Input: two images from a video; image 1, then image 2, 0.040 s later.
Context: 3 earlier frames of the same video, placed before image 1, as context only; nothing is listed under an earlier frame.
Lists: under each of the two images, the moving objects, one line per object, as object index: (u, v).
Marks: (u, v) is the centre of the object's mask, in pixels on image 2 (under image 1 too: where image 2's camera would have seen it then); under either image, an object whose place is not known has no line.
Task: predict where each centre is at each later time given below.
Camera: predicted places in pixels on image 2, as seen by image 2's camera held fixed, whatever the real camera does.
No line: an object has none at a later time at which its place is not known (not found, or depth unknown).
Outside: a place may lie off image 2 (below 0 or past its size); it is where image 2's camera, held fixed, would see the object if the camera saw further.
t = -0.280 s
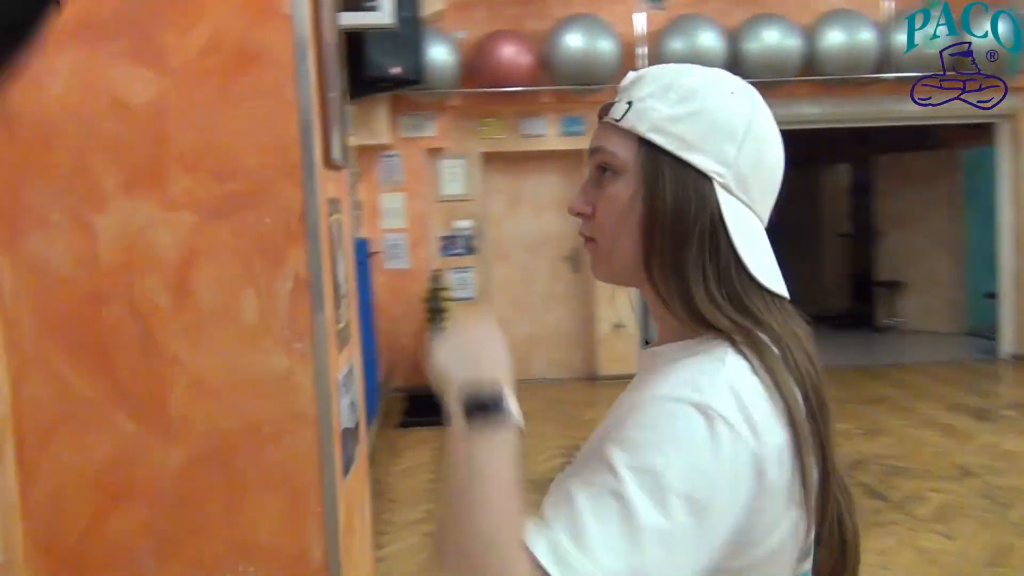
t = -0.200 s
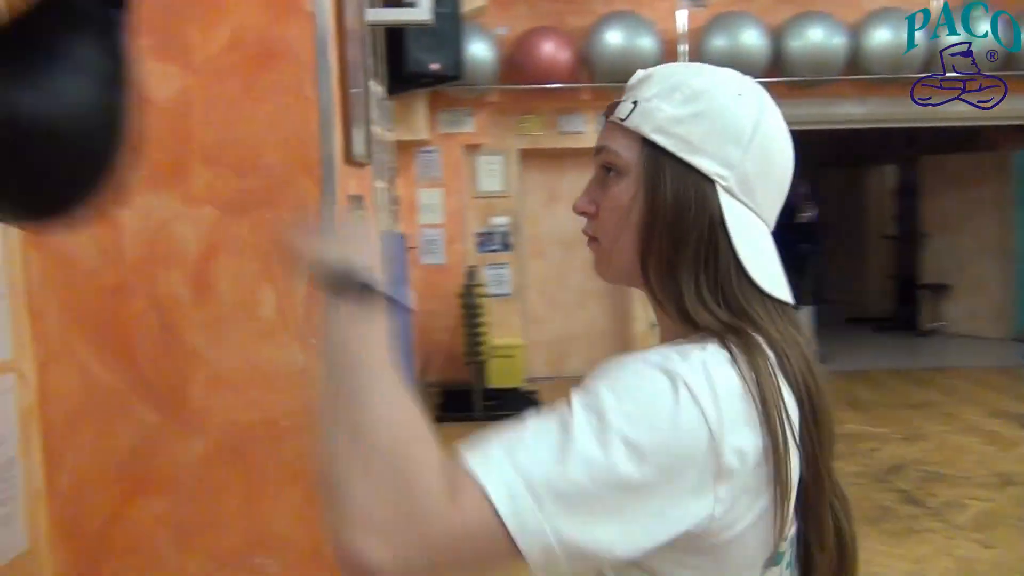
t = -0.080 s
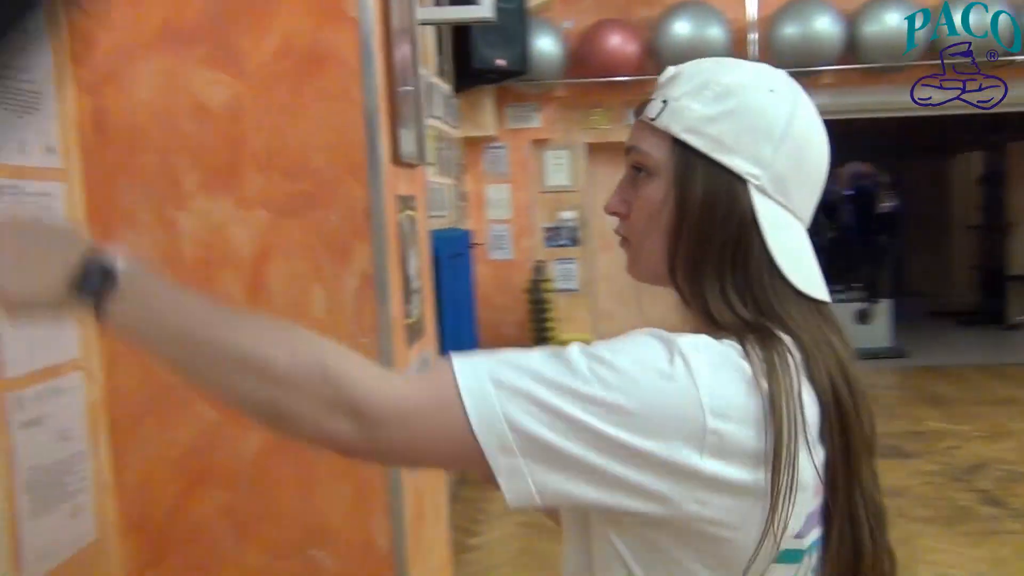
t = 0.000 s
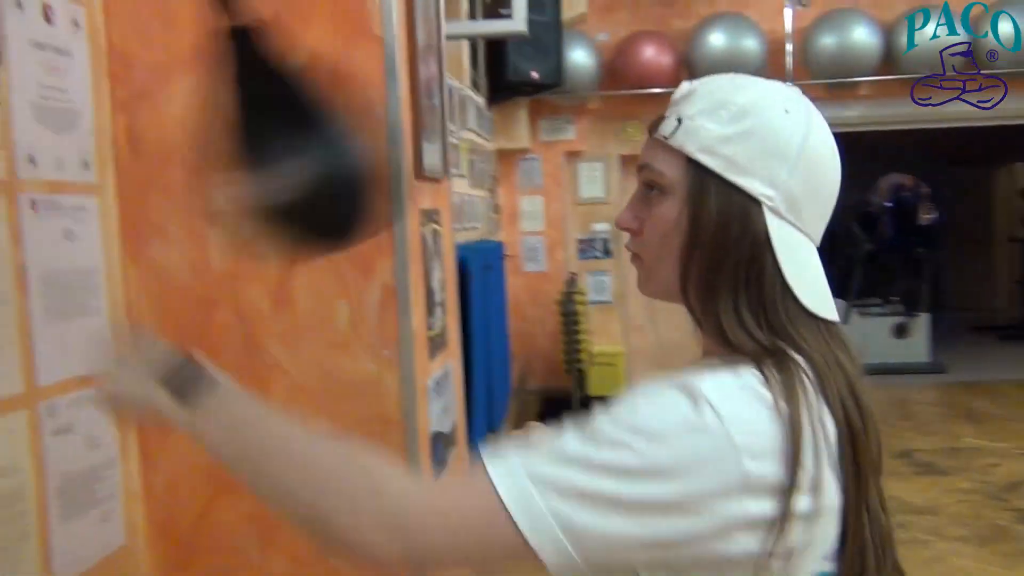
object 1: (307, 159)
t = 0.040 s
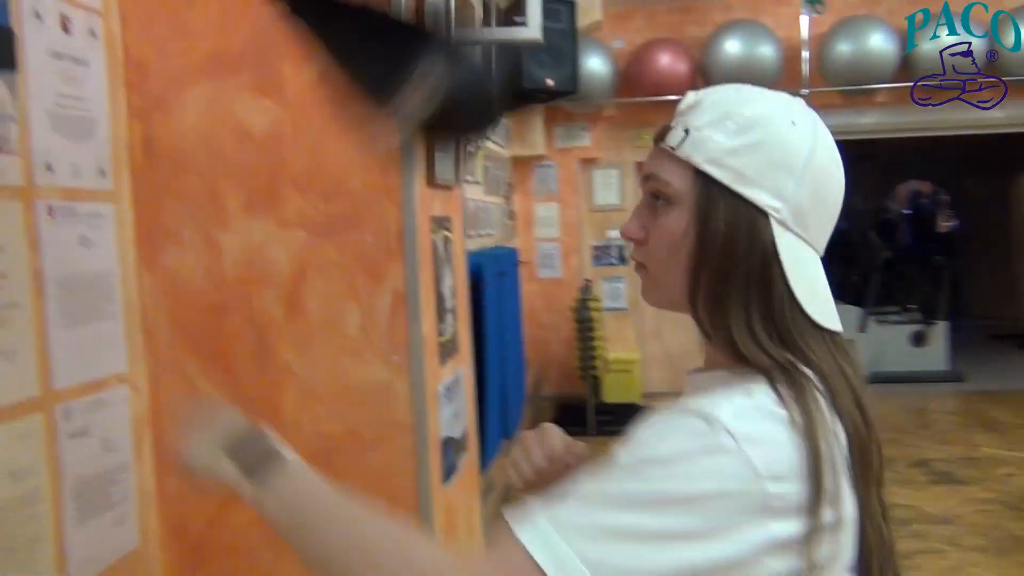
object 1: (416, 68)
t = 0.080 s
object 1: (447, 22)
